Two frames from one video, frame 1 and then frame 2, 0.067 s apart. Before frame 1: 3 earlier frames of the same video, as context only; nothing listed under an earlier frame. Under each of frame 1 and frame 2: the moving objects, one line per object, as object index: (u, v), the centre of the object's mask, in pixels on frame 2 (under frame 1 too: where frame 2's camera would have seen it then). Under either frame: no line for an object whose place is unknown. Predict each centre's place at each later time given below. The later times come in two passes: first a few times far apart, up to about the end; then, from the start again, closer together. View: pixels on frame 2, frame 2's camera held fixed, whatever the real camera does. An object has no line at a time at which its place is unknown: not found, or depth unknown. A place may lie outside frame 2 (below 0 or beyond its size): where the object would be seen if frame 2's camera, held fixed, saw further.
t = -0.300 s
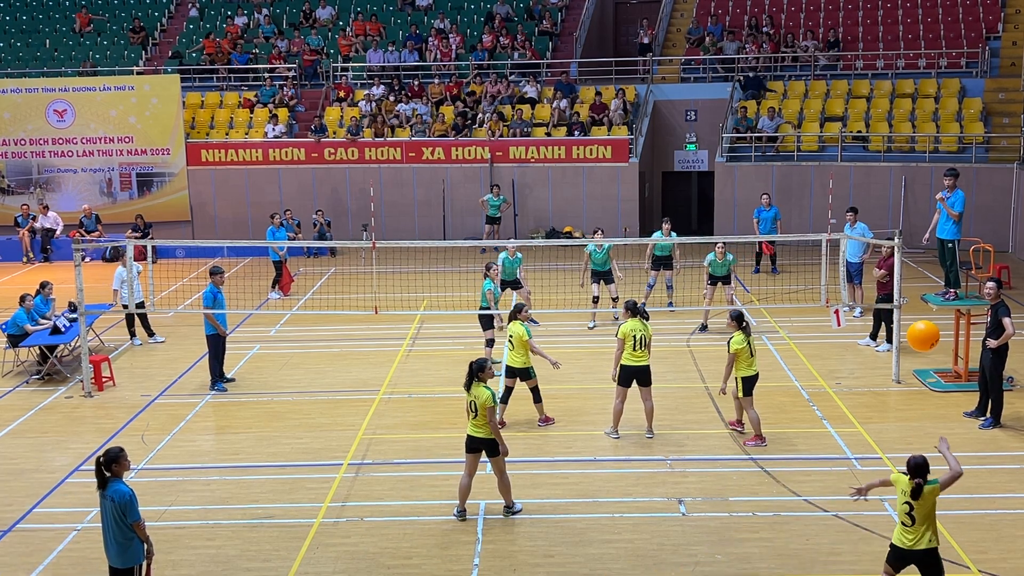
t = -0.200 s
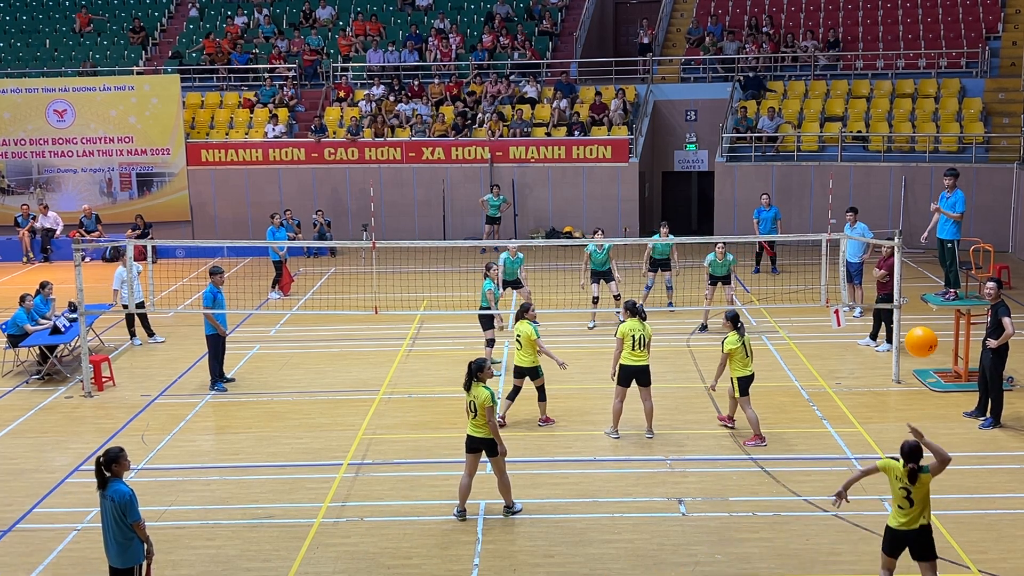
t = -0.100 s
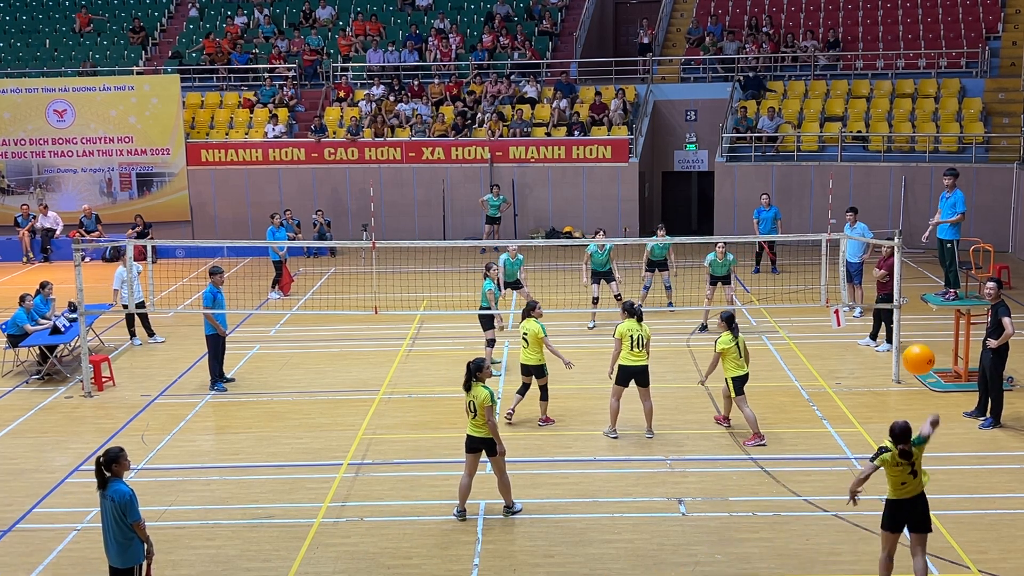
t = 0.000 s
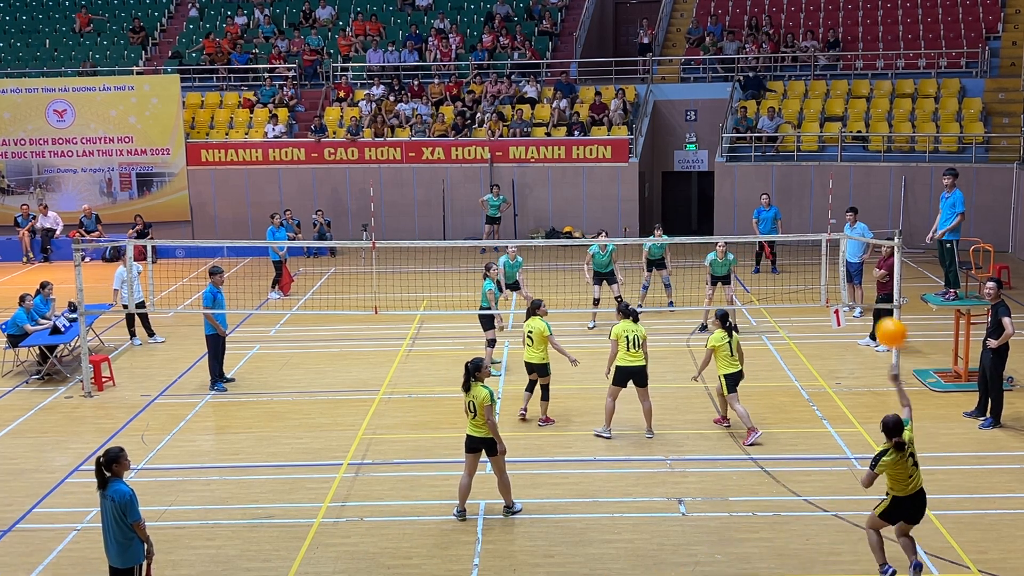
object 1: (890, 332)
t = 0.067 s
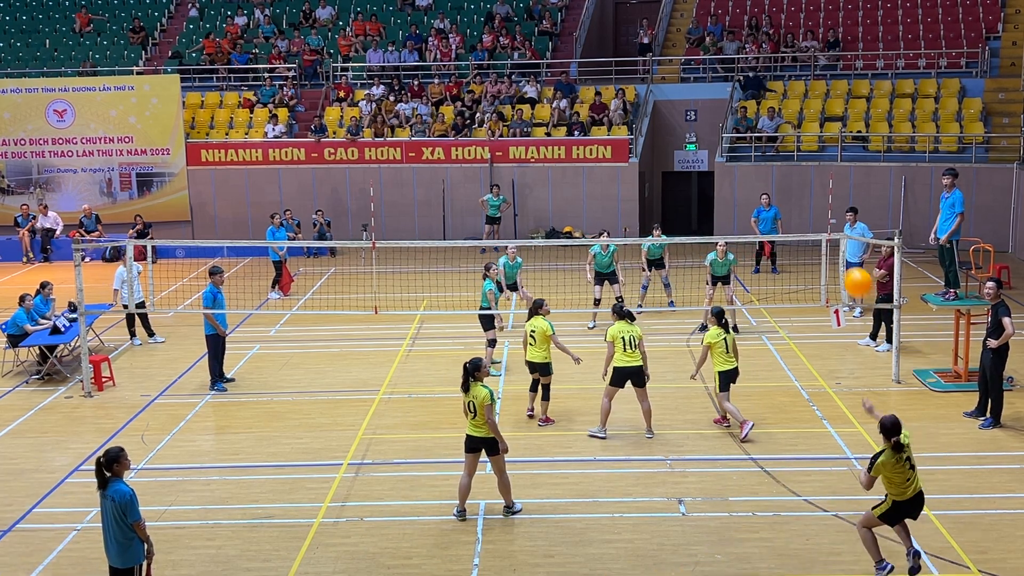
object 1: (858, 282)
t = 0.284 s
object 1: (784, 200)
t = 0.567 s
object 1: (730, 186)
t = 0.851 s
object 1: (693, 227)
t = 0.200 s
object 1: (807, 221)
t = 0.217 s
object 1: (802, 216)
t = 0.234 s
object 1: (797, 212)
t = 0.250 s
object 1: (793, 207)
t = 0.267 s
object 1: (788, 204)
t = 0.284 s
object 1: (784, 200)
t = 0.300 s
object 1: (780, 197)
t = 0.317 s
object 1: (776, 194)
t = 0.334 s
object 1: (773, 191)
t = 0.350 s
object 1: (768, 189)
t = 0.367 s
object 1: (765, 188)
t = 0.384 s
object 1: (762, 186)
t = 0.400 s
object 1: (758, 184)
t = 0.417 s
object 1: (755, 184)
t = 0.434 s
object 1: (752, 183)
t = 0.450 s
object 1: (749, 182)
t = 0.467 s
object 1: (746, 182)
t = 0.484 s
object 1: (743, 182)
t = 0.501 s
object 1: (740, 182)
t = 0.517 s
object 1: (737, 183)
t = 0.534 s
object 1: (735, 184)
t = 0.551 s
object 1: (732, 185)
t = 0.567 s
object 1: (730, 186)
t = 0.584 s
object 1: (727, 187)
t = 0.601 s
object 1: (724, 188)
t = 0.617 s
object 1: (722, 190)
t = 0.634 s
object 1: (720, 192)
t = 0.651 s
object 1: (718, 194)
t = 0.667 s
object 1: (715, 196)
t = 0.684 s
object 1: (713, 198)
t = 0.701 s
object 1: (711, 200)
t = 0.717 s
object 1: (709, 203)
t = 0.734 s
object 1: (706, 206)
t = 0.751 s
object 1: (705, 209)
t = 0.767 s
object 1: (702, 211)
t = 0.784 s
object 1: (700, 214)
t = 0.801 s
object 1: (698, 217)
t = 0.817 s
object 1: (697, 220)
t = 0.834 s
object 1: (695, 223)
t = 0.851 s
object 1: (693, 227)
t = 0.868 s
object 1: (691, 230)
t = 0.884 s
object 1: (689, 232)
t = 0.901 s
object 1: (687, 237)
